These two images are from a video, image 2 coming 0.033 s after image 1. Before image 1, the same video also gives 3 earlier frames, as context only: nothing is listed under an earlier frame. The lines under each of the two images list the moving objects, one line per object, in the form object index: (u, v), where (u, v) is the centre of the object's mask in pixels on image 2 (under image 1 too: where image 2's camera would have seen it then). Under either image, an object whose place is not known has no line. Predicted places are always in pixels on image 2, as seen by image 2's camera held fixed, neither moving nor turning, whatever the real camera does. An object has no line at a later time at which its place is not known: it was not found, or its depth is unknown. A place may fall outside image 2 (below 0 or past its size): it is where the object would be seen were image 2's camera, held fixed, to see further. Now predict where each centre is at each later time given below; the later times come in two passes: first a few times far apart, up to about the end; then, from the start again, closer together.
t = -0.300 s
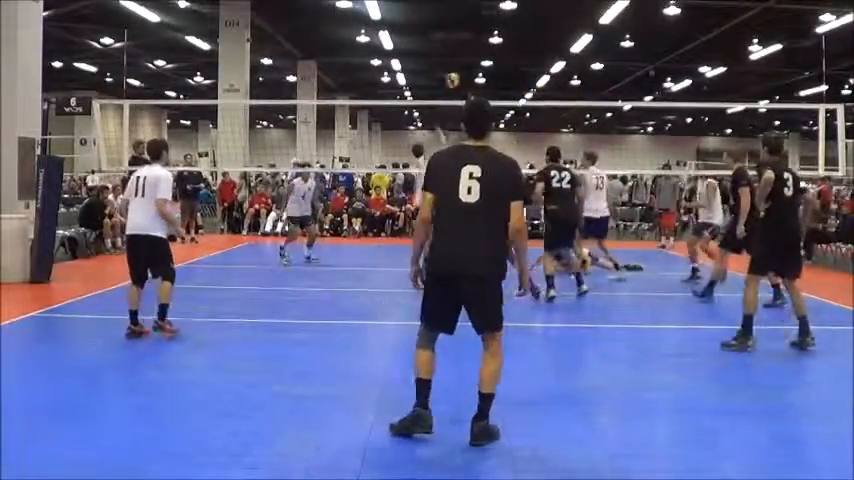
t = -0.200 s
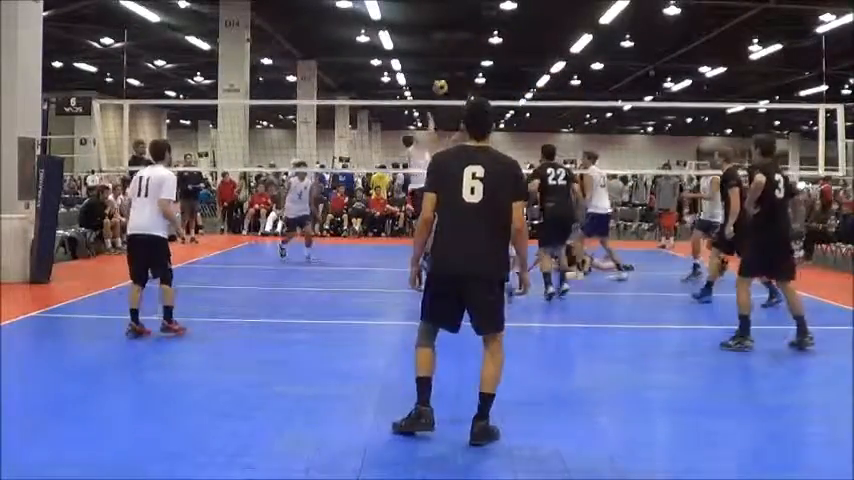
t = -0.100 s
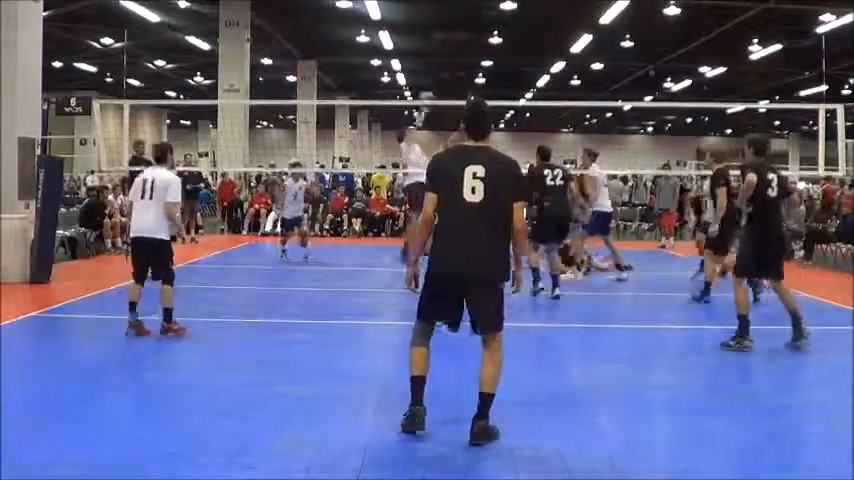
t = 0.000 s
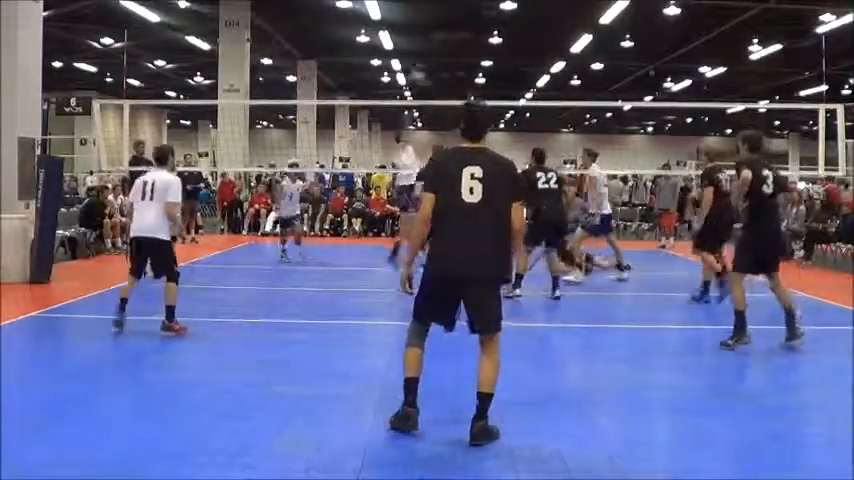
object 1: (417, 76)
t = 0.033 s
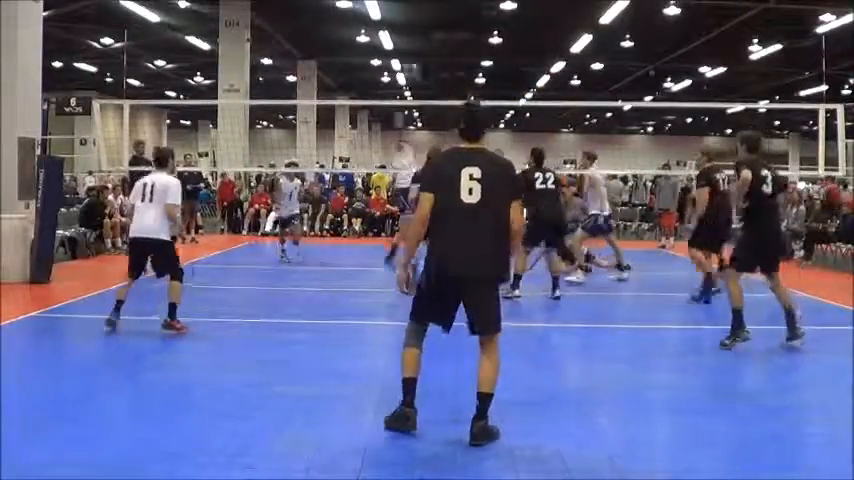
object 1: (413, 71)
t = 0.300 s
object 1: (355, 23)
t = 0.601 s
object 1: (252, 44)
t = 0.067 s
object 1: (407, 61)
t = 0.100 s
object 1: (399, 55)
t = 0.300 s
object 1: (355, 23)
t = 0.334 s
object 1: (344, 22)
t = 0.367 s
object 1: (334, 22)
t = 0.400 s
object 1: (325, 21)
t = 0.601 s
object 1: (252, 44)
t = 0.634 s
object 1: (235, 54)
